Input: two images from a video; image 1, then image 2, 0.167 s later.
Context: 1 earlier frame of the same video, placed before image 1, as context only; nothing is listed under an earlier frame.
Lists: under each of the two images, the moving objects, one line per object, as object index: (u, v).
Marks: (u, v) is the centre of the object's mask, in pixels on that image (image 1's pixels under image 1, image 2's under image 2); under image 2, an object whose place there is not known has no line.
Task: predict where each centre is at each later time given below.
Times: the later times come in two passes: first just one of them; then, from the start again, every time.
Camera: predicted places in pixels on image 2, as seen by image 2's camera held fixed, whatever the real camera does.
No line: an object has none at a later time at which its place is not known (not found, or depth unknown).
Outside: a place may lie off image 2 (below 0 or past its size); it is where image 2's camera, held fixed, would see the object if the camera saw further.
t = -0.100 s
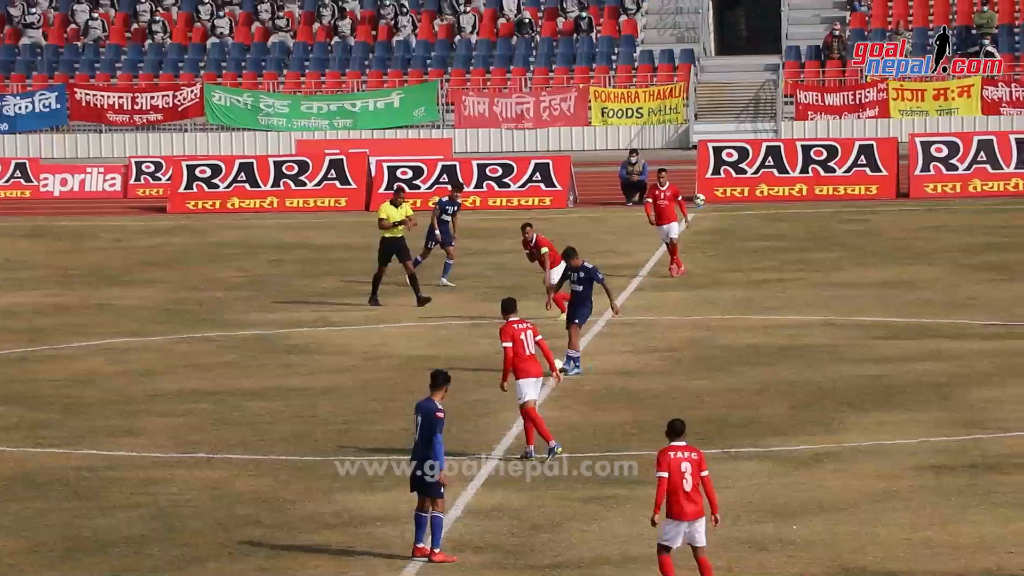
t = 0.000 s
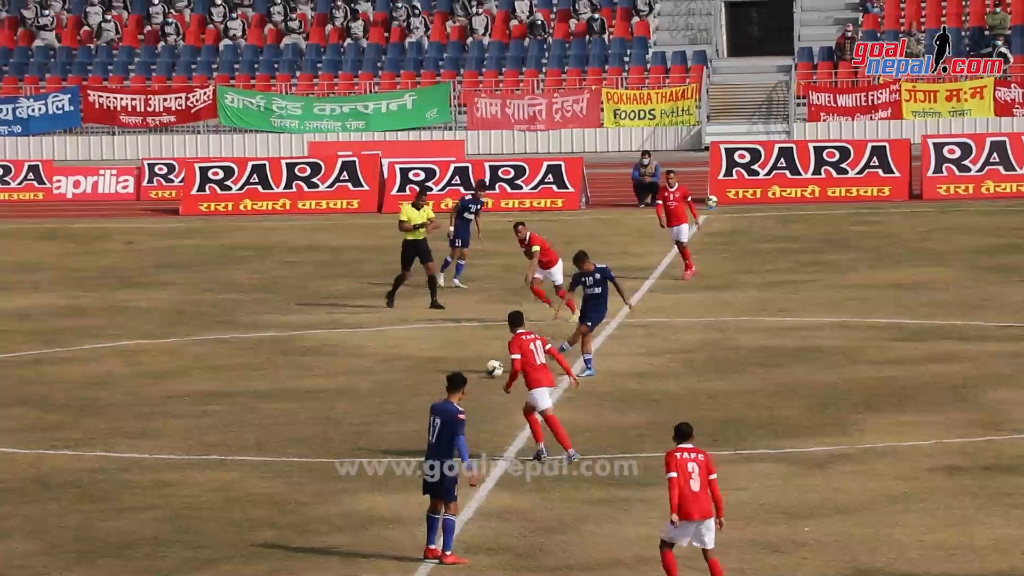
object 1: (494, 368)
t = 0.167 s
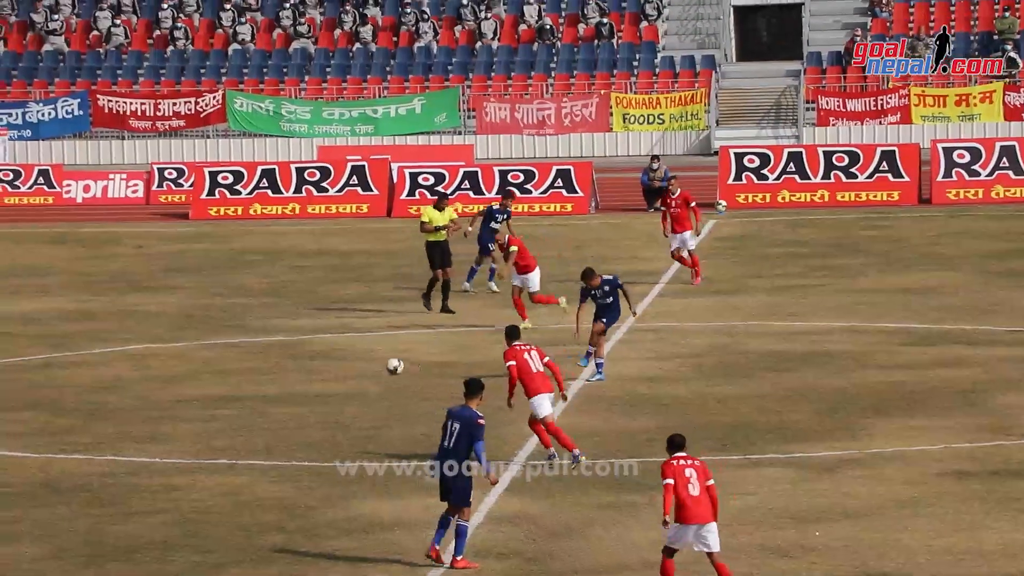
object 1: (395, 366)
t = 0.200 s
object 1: (373, 366)
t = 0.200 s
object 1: (373, 366)
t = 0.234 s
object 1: (352, 366)
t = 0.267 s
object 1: (332, 368)
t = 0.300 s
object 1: (311, 370)
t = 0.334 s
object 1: (289, 374)
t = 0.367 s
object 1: (272, 373)
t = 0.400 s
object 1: (257, 370)
